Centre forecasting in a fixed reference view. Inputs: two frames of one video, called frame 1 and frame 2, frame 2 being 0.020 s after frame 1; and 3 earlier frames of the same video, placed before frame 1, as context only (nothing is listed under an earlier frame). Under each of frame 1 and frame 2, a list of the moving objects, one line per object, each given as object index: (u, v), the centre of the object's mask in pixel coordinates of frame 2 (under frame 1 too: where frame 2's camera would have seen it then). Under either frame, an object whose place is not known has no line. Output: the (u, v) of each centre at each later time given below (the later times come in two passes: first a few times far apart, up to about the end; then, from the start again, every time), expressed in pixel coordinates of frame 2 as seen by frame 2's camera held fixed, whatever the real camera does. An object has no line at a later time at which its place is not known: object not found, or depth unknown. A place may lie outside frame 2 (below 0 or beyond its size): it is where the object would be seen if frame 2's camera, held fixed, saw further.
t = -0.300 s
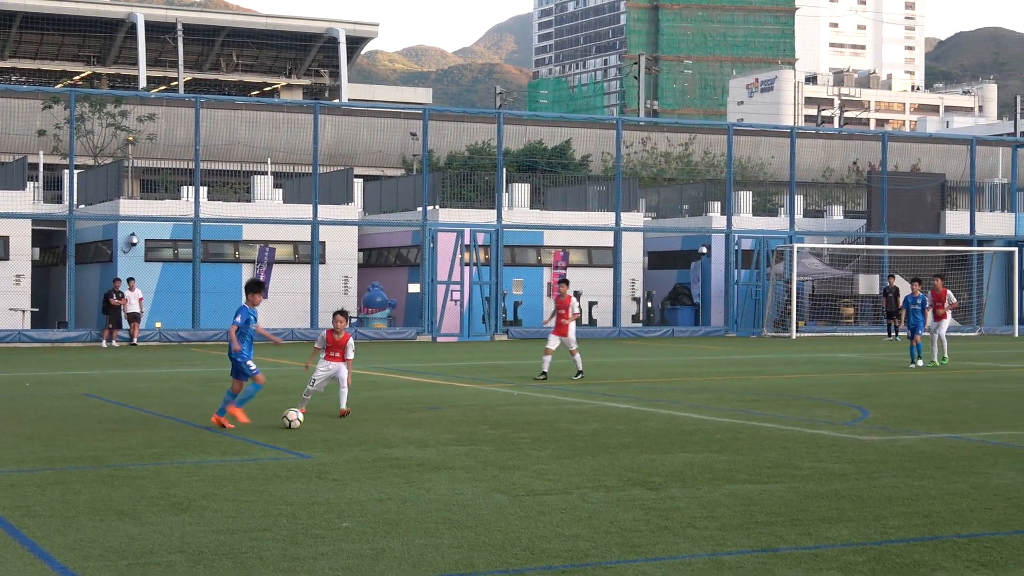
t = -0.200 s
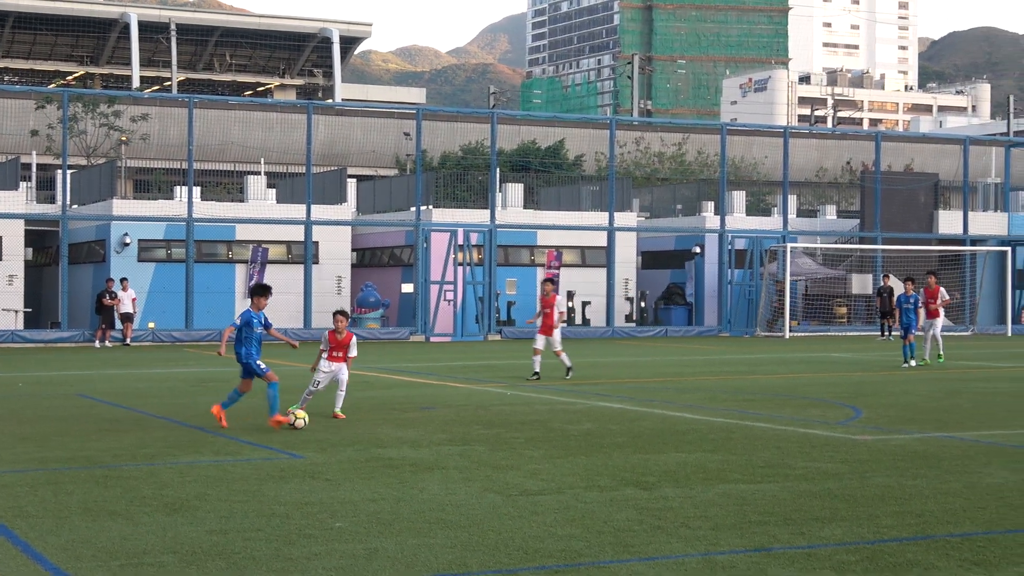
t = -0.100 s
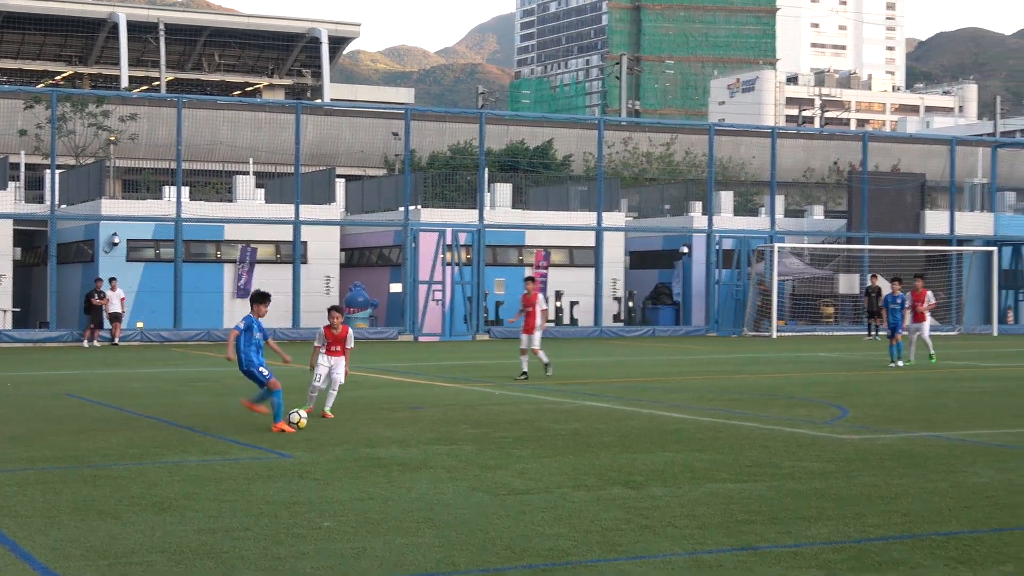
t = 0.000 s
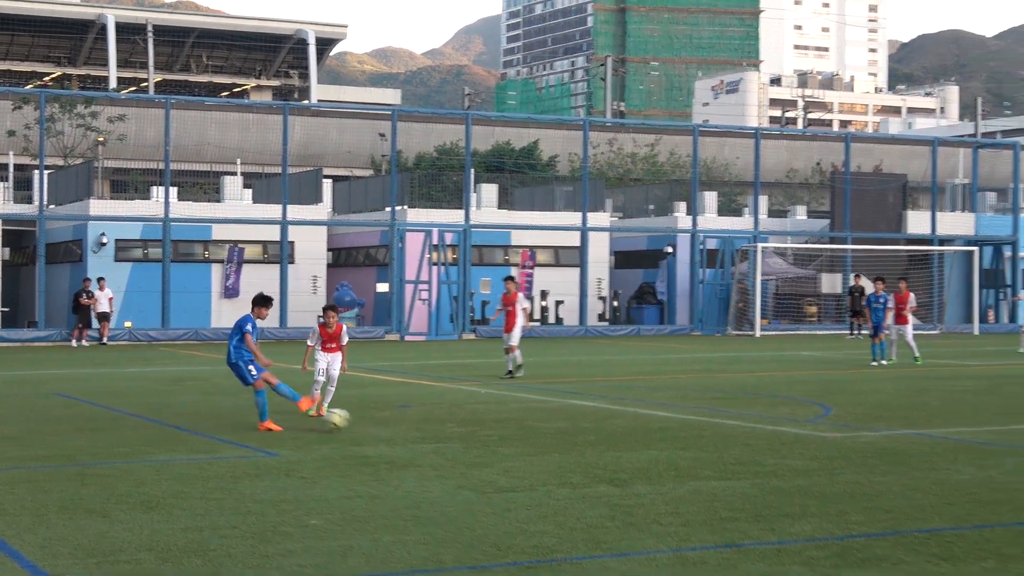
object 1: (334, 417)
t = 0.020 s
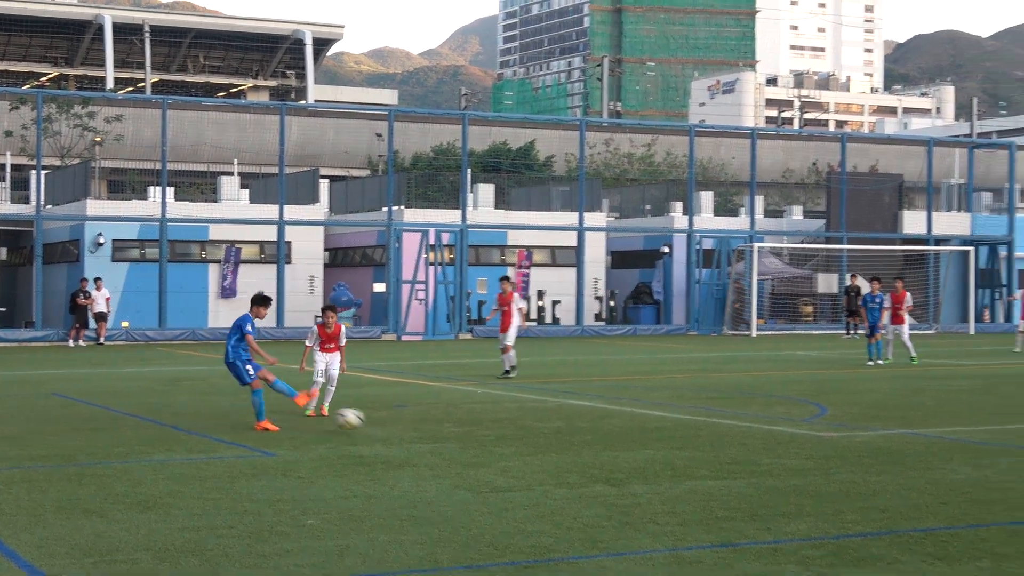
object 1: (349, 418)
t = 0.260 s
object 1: (564, 433)
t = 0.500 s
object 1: (788, 456)
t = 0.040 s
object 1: (368, 418)
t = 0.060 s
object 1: (384, 420)
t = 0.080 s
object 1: (403, 420)
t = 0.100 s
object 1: (421, 423)
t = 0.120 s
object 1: (440, 426)
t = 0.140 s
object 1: (459, 429)
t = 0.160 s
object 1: (479, 433)
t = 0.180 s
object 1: (496, 435)
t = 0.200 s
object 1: (512, 434)
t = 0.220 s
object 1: (530, 433)
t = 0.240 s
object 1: (547, 433)
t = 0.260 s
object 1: (564, 433)
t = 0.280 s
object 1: (582, 434)
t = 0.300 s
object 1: (600, 436)
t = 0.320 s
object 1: (618, 439)
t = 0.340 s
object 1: (636, 442)
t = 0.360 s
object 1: (655, 446)
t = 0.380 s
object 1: (675, 451)
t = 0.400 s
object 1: (695, 455)
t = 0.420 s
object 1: (713, 457)
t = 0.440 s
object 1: (731, 456)
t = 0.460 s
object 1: (750, 456)
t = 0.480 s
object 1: (769, 456)
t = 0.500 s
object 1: (788, 456)
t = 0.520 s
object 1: (808, 457)
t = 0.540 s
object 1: (827, 460)
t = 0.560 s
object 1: (847, 462)
